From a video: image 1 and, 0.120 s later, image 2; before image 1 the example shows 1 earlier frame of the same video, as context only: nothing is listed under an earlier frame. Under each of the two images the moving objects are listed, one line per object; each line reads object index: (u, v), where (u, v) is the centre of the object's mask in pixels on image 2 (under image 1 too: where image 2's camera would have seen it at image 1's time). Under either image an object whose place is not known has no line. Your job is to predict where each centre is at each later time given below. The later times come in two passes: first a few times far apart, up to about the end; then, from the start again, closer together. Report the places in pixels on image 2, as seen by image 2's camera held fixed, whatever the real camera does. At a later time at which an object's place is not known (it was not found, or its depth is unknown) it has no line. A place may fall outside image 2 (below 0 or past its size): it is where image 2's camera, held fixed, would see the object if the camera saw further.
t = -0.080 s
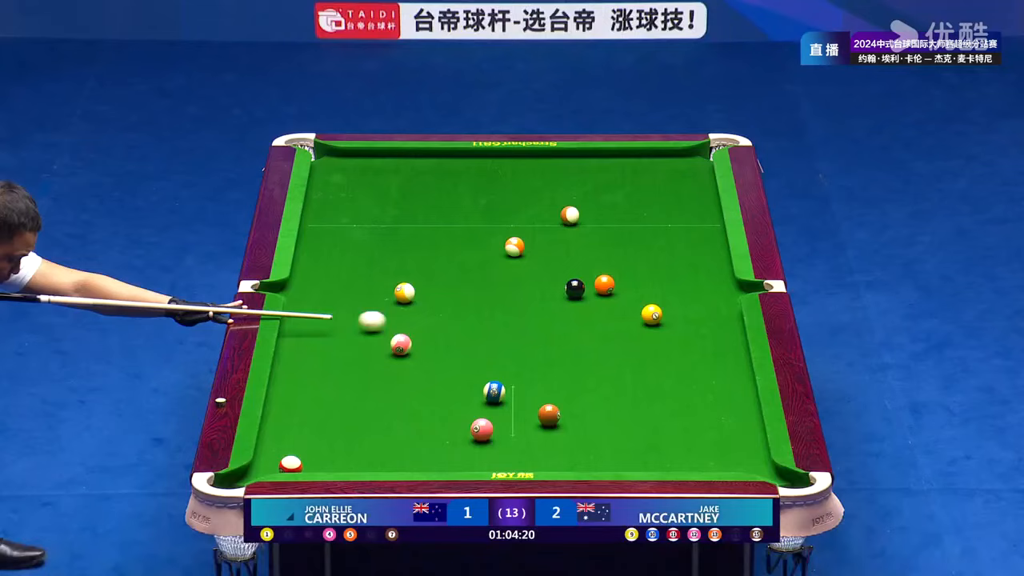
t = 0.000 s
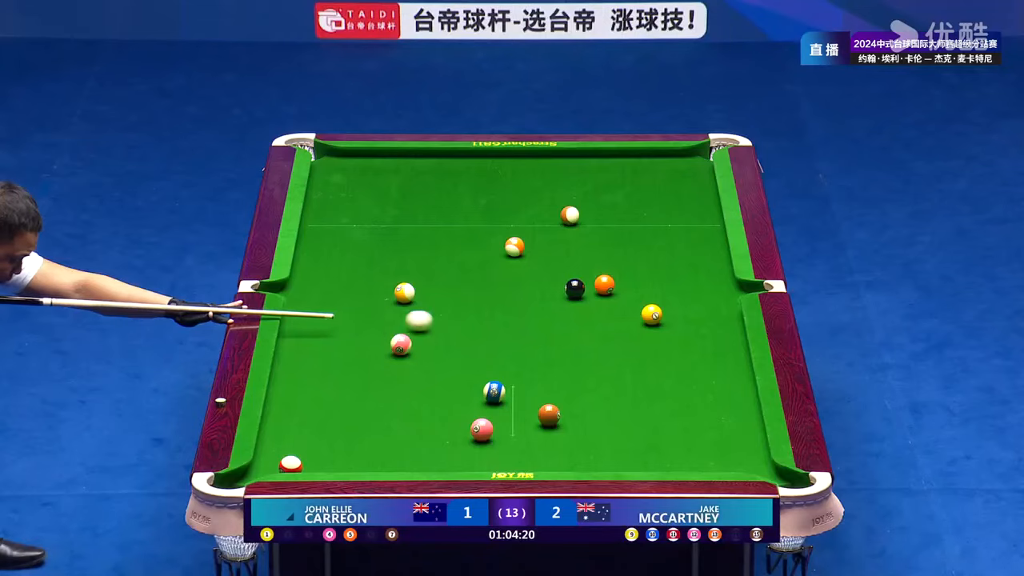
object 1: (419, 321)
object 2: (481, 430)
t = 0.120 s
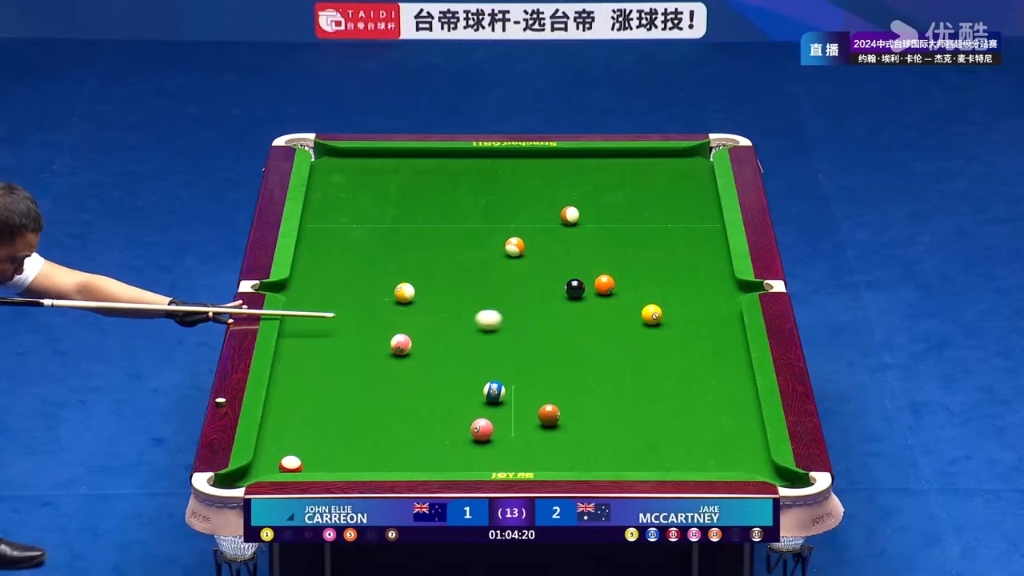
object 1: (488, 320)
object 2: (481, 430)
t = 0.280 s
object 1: (580, 319)
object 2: (481, 430)
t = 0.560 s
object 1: (678, 332)
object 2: (482, 430)
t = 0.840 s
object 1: (725, 349)
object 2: (482, 430)
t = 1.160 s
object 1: (673, 364)
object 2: (481, 430)
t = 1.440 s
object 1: (630, 377)
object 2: (481, 430)
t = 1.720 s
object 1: (588, 389)
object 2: (481, 430)
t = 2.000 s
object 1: (548, 397)
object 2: (481, 430)
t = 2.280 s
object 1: (510, 411)
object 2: (481, 430)
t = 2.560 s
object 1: (471, 418)
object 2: (481, 430)
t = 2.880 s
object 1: (434, 427)
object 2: (482, 435)
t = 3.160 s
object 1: (402, 431)
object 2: (482, 437)
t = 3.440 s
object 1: (373, 435)
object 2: (482, 438)
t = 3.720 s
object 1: (346, 439)
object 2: (482, 438)
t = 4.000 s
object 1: (323, 442)
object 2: (482, 438)
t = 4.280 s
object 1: (303, 444)
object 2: (482, 438)
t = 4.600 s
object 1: (282, 447)
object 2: (482, 438)
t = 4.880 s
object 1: (268, 449)
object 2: (482, 438)
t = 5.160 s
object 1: (271, 450)
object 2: (482, 438)
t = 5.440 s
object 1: (275, 450)
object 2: (482, 438)
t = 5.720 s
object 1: (275, 451)
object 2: (482, 438)
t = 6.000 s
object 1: (275, 451)
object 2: (482, 438)
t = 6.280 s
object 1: (275, 451)
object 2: (482, 438)
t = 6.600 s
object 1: (275, 451)
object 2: (482, 438)
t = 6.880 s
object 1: (275, 451)
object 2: (482, 438)
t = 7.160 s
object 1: (275, 451)
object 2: (482, 438)
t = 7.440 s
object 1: (275, 451)
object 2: (482, 438)
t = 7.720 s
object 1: (275, 451)
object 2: (482, 438)
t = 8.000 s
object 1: (275, 451)
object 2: (482, 438)
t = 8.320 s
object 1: (275, 451)
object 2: (482, 438)
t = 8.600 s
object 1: (275, 451)
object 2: (482, 438)
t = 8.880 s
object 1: (275, 451)
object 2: (482, 438)
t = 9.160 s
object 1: (275, 451)
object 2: (482, 438)
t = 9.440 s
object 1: (275, 451)
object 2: (482, 438)
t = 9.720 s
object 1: (275, 451)
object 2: (482, 438)
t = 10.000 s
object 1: (275, 451)
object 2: (482, 438)
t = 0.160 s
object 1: (511, 320)
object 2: (481, 430)
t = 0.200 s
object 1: (534, 320)
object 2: (482, 430)
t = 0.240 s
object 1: (557, 320)
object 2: (482, 430)
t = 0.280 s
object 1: (580, 319)
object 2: (481, 430)
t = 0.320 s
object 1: (603, 319)
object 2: (481, 430)
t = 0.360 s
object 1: (625, 319)
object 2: (482, 430)
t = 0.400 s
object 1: (639, 321)
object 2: (482, 430)
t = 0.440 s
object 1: (648, 324)
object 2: (482, 430)
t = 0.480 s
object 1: (657, 327)
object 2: (482, 430)
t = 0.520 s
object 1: (667, 330)
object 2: (482, 430)
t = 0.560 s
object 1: (678, 332)
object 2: (482, 430)
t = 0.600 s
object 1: (690, 335)
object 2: (482, 430)
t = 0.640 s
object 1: (701, 337)
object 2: (481, 430)
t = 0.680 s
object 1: (712, 340)
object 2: (482, 430)
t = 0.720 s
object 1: (723, 343)
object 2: (482, 430)
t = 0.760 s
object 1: (735, 345)
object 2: (481, 430)
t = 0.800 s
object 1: (733, 347)
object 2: (482, 430)
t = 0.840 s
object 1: (725, 349)
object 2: (482, 430)
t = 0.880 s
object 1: (718, 351)
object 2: (482, 430)
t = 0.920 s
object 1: (712, 353)
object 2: (482, 430)
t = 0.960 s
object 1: (705, 355)
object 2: (482, 430)
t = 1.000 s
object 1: (699, 357)
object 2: (481, 430)
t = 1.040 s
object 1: (692, 359)
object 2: (481, 430)
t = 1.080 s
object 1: (686, 360)
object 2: (481, 430)
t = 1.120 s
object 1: (679, 362)
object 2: (481, 430)
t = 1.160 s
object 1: (673, 364)
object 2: (481, 430)
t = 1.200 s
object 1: (667, 366)
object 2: (481, 430)
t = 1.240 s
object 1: (661, 368)
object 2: (481, 430)
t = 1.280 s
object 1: (654, 370)
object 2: (481, 430)
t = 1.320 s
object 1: (648, 371)
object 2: (481, 430)
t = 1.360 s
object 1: (642, 373)
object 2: (481, 430)
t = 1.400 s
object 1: (636, 375)
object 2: (481, 430)
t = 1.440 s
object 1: (630, 377)
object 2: (481, 430)
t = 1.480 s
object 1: (624, 379)
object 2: (481, 430)
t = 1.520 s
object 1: (618, 380)
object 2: (481, 430)
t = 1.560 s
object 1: (612, 382)
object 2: (481, 430)
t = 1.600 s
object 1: (606, 383)
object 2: (481, 430)
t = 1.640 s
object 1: (600, 385)
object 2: (481, 430)
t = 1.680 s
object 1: (594, 387)
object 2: (481, 430)
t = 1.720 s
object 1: (588, 389)
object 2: (481, 430)
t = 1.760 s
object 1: (582, 390)
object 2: (481, 430)
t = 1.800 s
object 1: (576, 392)
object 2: (481, 430)
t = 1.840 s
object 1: (571, 394)
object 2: (481, 430)
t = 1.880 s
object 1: (565, 396)
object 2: (481, 430)
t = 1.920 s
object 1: (560, 396)
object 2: (481, 430)
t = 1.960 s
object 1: (554, 397)
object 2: (481, 430)
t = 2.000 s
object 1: (548, 397)
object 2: (481, 430)
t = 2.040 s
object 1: (541, 399)
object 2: (481, 430)
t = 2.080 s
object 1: (535, 402)
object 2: (481, 430)
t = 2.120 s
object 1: (530, 405)
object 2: (481, 430)
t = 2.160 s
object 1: (525, 407)
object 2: (481, 430)
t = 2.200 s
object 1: (520, 408)
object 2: (481, 430)
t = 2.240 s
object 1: (515, 410)
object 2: (481, 430)
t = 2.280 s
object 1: (510, 411)
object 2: (481, 430)
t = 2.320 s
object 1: (504, 413)
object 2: (481, 430)
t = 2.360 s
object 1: (499, 414)
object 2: (481, 430)
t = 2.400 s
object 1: (495, 415)
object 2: (481, 430)
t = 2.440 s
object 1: (490, 415)
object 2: (481, 429)
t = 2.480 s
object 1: (485, 414)
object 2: (481, 429)
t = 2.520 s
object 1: (478, 416)
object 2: (481, 430)
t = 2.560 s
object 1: (471, 418)
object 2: (481, 430)
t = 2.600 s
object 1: (467, 420)
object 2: (482, 431)
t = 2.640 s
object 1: (463, 422)
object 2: (482, 431)
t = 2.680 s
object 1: (458, 423)
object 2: (482, 432)
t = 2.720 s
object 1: (453, 424)
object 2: (482, 433)
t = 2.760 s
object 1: (448, 425)
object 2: (482, 433)
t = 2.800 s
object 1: (444, 425)
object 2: (482, 434)
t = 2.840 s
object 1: (439, 426)
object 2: (482, 434)
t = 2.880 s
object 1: (434, 427)
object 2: (482, 435)
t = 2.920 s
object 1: (429, 427)
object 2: (482, 435)
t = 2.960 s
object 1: (424, 428)
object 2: (482, 435)
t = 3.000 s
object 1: (420, 429)
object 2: (482, 436)
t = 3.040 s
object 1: (415, 429)
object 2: (482, 436)
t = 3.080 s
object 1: (411, 430)
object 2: (482, 436)
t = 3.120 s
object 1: (406, 430)
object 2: (482, 437)
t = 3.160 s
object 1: (402, 431)
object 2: (482, 437)
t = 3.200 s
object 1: (398, 432)
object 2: (482, 437)
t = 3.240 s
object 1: (393, 432)
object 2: (482, 437)
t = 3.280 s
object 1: (389, 433)
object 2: (482, 438)
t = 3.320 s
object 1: (385, 433)
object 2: (482, 438)
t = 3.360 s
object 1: (381, 434)
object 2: (482, 438)
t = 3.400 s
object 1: (377, 434)
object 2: (482, 438)
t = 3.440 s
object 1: (373, 435)
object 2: (482, 438)
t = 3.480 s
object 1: (369, 435)
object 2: (482, 438)
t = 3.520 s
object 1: (365, 436)
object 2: (482, 438)
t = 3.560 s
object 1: (361, 437)
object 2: (482, 438)
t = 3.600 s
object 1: (358, 437)
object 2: (482, 438)
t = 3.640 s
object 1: (354, 438)
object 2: (482, 438)
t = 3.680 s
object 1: (350, 438)
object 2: (482, 438)
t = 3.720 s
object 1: (346, 439)
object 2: (482, 438)
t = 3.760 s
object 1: (343, 439)
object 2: (482, 438)
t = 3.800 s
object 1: (339, 439)
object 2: (482, 438)
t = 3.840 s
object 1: (336, 440)
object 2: (482, 438)
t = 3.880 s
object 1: (333, 440)
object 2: (482, 438)
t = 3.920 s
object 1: (329, 441)
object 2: (482, 438)
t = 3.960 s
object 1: (326, 441)
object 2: (482, 438)
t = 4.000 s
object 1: (323, 442)
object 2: (482, 438)
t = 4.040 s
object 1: (320, 442)
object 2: (482, 438)
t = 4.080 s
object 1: (317, 443)
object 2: (482, 438)
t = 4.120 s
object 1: (314, 443)
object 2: (482, 438)
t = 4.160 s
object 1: (311, 443)
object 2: (482, 438)
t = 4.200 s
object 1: (308, 443)
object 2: (482, 438)
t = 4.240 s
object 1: (305, 444)
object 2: (482, 438)
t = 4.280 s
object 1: (303, 444)
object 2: (482, 438)
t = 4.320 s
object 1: (300, 445)
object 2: (482, 438)
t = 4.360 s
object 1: (298, 445)
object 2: (482, 438)
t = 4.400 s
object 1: (295, 445)
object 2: (482, 438)
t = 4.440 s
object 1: (293, 445)
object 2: (482, 438)
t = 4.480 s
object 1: (289, 445)
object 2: (482, 438)
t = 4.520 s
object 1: (287, 446)
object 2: (482, 438)
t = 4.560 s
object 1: (285, 446)
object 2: (482, 438)
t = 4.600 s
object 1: (282, 447)
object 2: (482, 438)
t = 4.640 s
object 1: (280, 447)
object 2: (482, 438)
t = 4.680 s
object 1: (278, 448)
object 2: (482, 438)
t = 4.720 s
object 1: (276, 448)
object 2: (482, 438)
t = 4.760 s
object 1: (274, 448)
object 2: (482, 438)
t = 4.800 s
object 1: (272, 449)
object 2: (482, 438)
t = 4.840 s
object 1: (270, 449)
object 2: (482, 438)
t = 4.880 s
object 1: (268, 449)
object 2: (482, 438)
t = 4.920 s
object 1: (266, 449)
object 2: (482, 438)
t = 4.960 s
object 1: (267, 449)
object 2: (482, 438)
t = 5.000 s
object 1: (267, 450)
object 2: (482, 438)
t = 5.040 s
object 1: (269, 450)
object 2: (482, 438)
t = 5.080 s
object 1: (269, 450)
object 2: (482, 438)
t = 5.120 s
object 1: (270, 450)
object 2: (482, 438)
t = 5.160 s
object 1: (271, 450)
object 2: (482, 438)
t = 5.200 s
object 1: (272, 450)
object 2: (482, 438)
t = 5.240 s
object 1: (273, 450)
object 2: (482, 438)
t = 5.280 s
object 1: (273, 450)
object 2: (482, 438)
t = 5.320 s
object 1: (274, 450)
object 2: (482, 438)
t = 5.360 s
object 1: (274, 450)
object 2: (482, 438)
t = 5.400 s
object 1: (274, 450)
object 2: (482, 438)
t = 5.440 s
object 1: (275, 450)
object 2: (482, 438)
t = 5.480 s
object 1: (275, 450)
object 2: (482, 438)
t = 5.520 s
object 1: (275, 450)
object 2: (482, 438)
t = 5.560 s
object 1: (275, 450)
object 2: (482, 438)
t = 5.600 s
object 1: (275, 450)
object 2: (482, 438)
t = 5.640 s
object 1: (275, 450)
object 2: (482, 438)
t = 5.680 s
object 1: (275, 451)
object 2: (482, 438)
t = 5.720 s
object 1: (275, 451)
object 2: (482, 438)
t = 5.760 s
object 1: (275, 451)
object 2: (482, 438)
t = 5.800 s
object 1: (275, 451)
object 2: (482, 438)
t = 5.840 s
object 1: (275, 451)
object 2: (482, 438)
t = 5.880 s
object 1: (275, 451)
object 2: (482, 438)
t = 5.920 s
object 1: (275, 451)
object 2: (482, 438)
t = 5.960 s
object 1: (275, 451)
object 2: (482, 438)
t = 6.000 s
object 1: (275, 451)
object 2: (482, 438)
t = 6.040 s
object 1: (275, 451)
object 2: (482, 438)
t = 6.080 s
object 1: (275, 451)
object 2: (482, 438)
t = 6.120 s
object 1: (275, 451)
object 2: (482, 438)
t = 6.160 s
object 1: (275, 451)
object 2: (482, 438)
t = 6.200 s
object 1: (275, 451)
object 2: (482, 438)
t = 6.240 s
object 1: (275, 451)
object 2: (482, 438)
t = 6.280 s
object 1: (275, 451)
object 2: (482, 438)
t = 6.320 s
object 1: (275, 451)
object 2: (482, 438)
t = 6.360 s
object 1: (275, 451)
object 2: (482, 438)
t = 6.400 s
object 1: (275, 451)
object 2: (482, 438)
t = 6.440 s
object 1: (275, 451)
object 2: (482, 438)
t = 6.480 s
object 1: (275, 451)
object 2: (482, 438)
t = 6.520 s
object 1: (275, 451)
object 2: (482, 438)
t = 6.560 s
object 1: (275, 451)
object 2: (482, 438)
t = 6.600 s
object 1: (275, 451)
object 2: (482, 438)
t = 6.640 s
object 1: (275, 451)
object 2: (482, 438)
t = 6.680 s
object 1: (275, 451)
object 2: (482, 438)
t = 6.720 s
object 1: (275, 451)
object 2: (482, 438)
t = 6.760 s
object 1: (275, 451)
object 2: (482, 438)
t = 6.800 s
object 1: (275, 451)
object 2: (482, 438)
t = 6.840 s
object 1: (275, 451)
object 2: (482, 438)
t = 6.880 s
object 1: (275, 451)
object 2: (482, 438)
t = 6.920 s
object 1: (275, 451)
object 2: (482, 438)
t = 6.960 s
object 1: (275, 451)
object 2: (482, 438)
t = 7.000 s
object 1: (275, 451)
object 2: (482, 438)
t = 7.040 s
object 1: (275, 451)
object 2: (482, 438)
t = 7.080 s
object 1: (275, 451)
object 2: (482, 438)
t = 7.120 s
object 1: (275, 451)
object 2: (482, 438)
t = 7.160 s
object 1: (275, 451)
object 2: (482, 438)
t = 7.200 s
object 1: (275, 451)
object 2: (482, 438)
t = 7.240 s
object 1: (275, 451)
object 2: (482, 438)
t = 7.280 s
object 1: (275, 451)
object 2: (482, 438)
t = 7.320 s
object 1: (275, 451)
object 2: (482, 438)
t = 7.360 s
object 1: (275, 451)
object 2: (482, 438)
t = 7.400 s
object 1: (275, 451)
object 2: (482, 438)
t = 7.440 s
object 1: (275, 451)
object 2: (482, 438)
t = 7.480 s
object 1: (275, 451)
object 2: (482, 438)
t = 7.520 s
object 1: (275, 451)
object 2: (482, 438)
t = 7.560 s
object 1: (275, 451)
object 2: (482, 438)
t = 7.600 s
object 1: (275, 451)
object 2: (482, 438)
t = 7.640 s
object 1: (275, 451)
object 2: (482, 438)
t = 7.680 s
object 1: (275, 451)
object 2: (482, 438)
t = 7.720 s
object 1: (275, 451)
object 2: (482, 438)
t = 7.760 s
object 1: (275, 451)
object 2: (482, 438)
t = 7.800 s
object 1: (275, 451)
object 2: (482, 438)
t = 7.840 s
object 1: (275, 451)
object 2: (482, 438)
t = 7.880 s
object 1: (275, 451)
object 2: (482, 438)
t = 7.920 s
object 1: (275, 451)
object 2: (482, 438)
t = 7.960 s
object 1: (275, 451)
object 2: (482, 438)
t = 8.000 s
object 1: (275, 451)
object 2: (482, 438)
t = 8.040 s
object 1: (275, 451)
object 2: (482, 438)
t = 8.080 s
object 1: (275, 451)
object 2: (482, 438)
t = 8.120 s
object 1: (275, 451)
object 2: (482, 438)
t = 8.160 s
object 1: (275, 451)
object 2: (482, 438)
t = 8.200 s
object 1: (275, 451)
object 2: (482, 438)
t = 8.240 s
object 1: (275, 451)
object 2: (482, 438)
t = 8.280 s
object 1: (275, 451)
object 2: (482, 438)
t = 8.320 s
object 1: (275, 451)
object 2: (482, 438)
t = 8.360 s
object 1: (275, 451)
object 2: (482, 438)
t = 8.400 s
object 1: (275, 451)
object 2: (482, 438)
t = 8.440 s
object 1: (275, 451)
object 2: (482, 438)
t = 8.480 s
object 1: (275, 451)
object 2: (482, 438)
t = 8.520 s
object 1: (275, 451)
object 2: (482, 438)
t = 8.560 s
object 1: (275, 451)
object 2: (482, 438)
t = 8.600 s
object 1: (275, 451)
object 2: (482, 438)
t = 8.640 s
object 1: (275, 451)
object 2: (482, 438)
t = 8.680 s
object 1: (275, 451)
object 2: (482, 438)
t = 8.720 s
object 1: (275, 451)
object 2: (482, 438)
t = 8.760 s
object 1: (275, 451)
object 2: (482, 438)
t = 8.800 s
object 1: (275, 451)
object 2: (482, 438)
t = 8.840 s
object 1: (275, 451)
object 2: (482, 438)
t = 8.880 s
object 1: (275, 451)
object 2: (482, 438)
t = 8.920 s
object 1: (275, 451)
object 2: (482, 438)
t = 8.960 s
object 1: (275, 451)
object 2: (482, 438)
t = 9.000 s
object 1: (275, 451)
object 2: (482, 438)
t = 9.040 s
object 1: (275, 451)
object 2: (482, 438)
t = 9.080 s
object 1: (275, 451)
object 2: (482, 438)
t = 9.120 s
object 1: (275, 451)
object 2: (482, 438)
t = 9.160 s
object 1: (275, 451)
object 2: (482, 438)
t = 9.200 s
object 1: (275, 451)
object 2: (482, 438)
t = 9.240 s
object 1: (275, 451)
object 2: (482, 438)
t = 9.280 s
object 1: (275, 451)
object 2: (482, 438)
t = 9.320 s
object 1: (275, 451)
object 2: (482, 438)
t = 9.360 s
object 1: (275, 451)
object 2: (482, 438)
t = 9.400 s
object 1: (275, 451)
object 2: (482, 438)
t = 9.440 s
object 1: (275, 451)
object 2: (482, 438)
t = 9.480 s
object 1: (275, 451)
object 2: (482, 438)
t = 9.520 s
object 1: (275, 451)
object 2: (482, 438)
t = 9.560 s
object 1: (275, 451)
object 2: (482, 438)
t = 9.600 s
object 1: (275, 451)
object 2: (482, 438)
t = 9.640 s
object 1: (275, 451)
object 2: (482, 438)
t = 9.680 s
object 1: (275, 451)
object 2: (482, 438)
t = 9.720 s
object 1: (275, 451)
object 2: (482, 438)
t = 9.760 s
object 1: (275, 451)
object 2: (482, 438)
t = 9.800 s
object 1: (275, 451)
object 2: (482, 438)
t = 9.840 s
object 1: (275, 451)
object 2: (482, 438)
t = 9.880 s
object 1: (275, 451)
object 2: (482, 438)
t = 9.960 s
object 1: (275, 451)
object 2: (482, 438)
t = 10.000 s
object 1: (275, 451)
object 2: (482, 438)
